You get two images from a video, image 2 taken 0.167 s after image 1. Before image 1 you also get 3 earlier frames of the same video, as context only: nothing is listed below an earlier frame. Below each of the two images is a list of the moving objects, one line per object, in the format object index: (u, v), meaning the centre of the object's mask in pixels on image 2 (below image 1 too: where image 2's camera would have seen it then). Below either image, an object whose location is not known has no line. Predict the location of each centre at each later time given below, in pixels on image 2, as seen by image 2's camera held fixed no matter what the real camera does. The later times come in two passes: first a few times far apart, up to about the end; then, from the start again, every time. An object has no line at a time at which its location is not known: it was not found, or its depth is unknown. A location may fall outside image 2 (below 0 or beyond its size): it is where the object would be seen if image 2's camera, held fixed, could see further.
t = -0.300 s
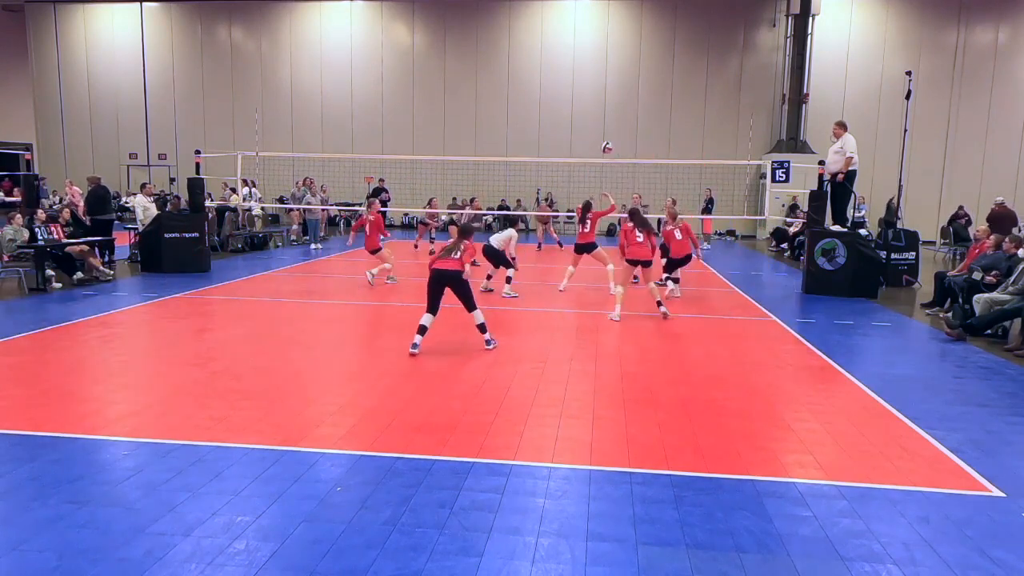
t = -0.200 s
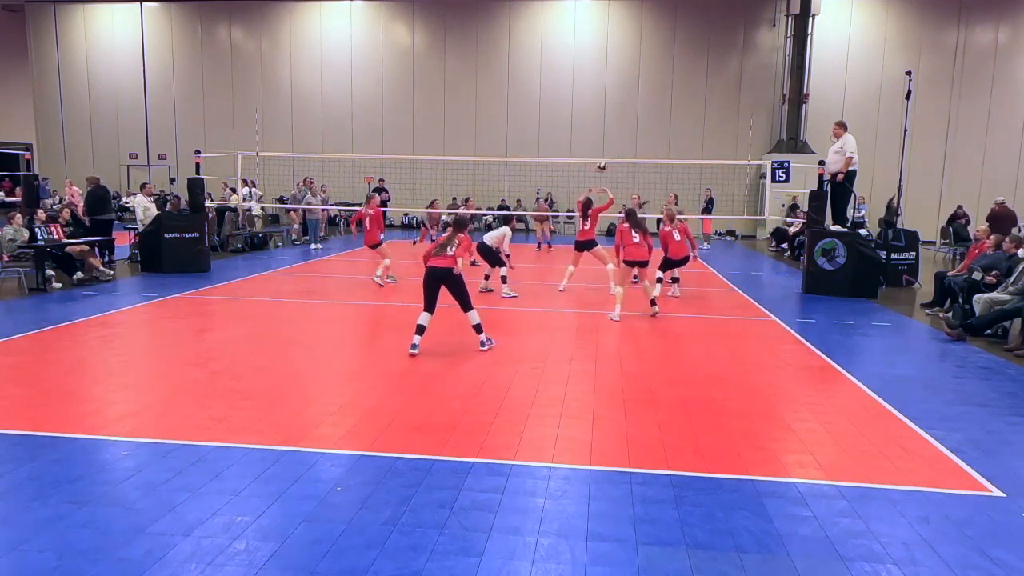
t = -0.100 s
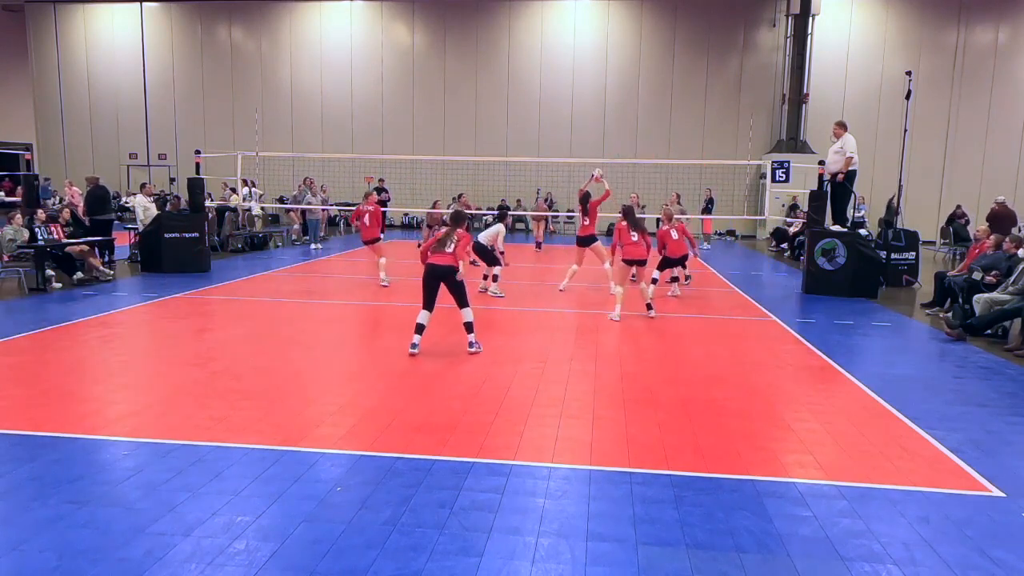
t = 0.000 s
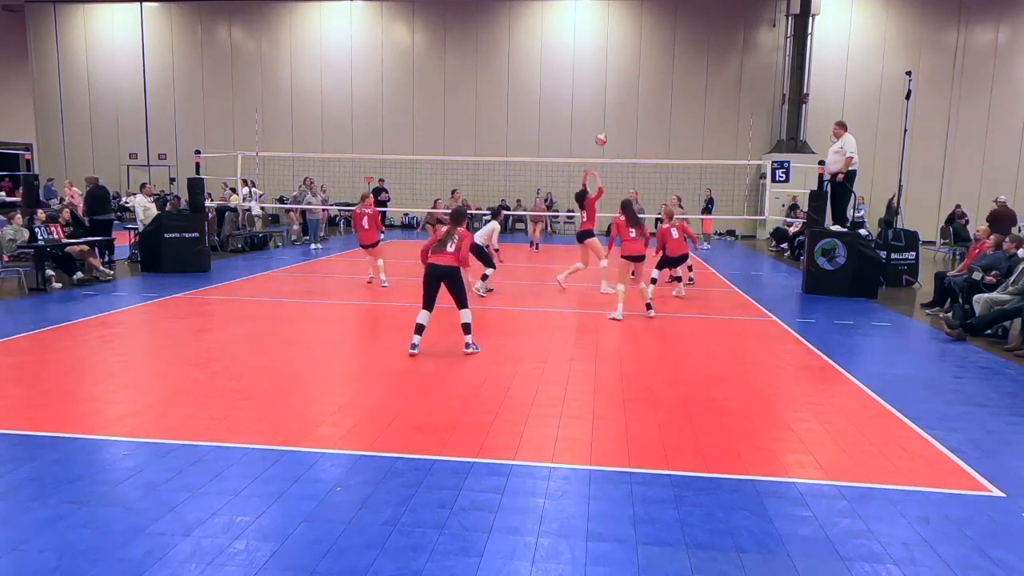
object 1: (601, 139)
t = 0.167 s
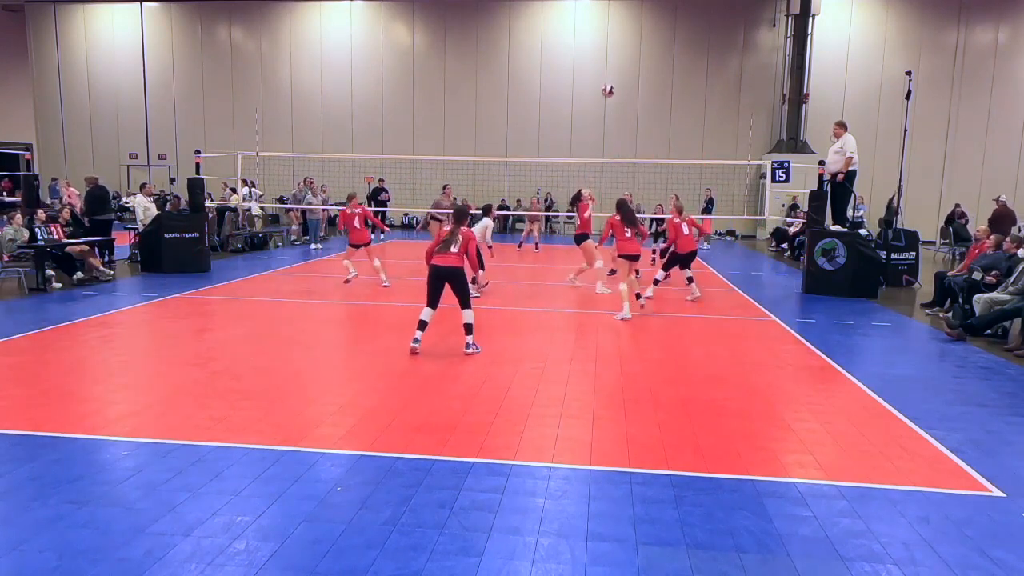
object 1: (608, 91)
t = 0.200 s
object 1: (609, 83)
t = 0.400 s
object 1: (616, 49)
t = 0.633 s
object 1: (624, 41)
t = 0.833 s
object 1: (629, 63)
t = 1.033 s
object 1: (633, 114)
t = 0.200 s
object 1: (609, 83)
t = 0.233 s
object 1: (610, 76)
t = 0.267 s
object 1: (611, 69)
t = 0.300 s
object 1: (613, 63)
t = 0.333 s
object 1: (614, 57)
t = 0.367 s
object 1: (615, 53)
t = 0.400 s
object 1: (616, 49)
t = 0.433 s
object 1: (617, 46)
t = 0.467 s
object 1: (618, 43)
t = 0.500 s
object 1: (619, 40)
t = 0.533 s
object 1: (620, 39)
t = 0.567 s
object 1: (621, 39)
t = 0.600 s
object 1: (623, 40)
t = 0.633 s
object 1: (624, 41)
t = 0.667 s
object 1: (625, 42)
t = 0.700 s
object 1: (625, 45)
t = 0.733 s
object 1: (626, 49)
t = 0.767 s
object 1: (627, 53)
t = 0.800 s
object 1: (627, 58)
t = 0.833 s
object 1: (629, 63)
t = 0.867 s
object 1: (630, 69)
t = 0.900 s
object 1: (630, 77)
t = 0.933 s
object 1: (631, 85)
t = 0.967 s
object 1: (631, 94)
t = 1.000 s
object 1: (632, 104)
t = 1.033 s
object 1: (633, 114)
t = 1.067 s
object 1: (633, 126)
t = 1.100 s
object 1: (633, 138)
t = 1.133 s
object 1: (633, 150)
